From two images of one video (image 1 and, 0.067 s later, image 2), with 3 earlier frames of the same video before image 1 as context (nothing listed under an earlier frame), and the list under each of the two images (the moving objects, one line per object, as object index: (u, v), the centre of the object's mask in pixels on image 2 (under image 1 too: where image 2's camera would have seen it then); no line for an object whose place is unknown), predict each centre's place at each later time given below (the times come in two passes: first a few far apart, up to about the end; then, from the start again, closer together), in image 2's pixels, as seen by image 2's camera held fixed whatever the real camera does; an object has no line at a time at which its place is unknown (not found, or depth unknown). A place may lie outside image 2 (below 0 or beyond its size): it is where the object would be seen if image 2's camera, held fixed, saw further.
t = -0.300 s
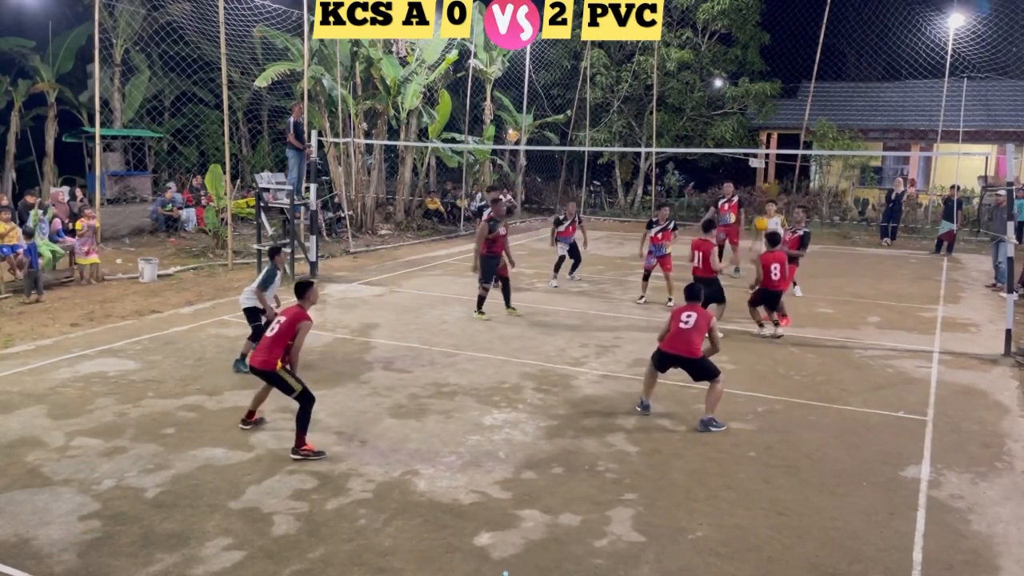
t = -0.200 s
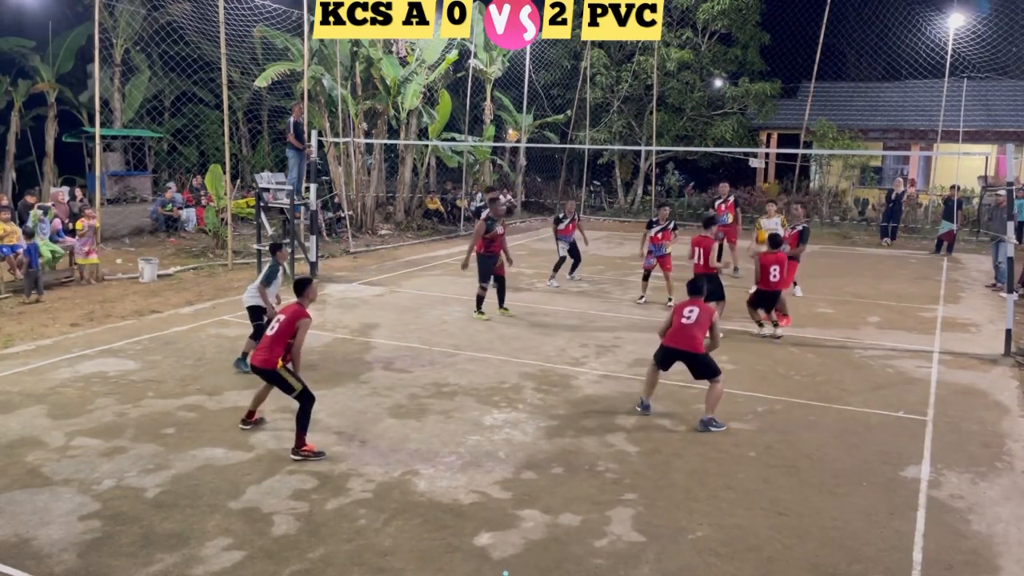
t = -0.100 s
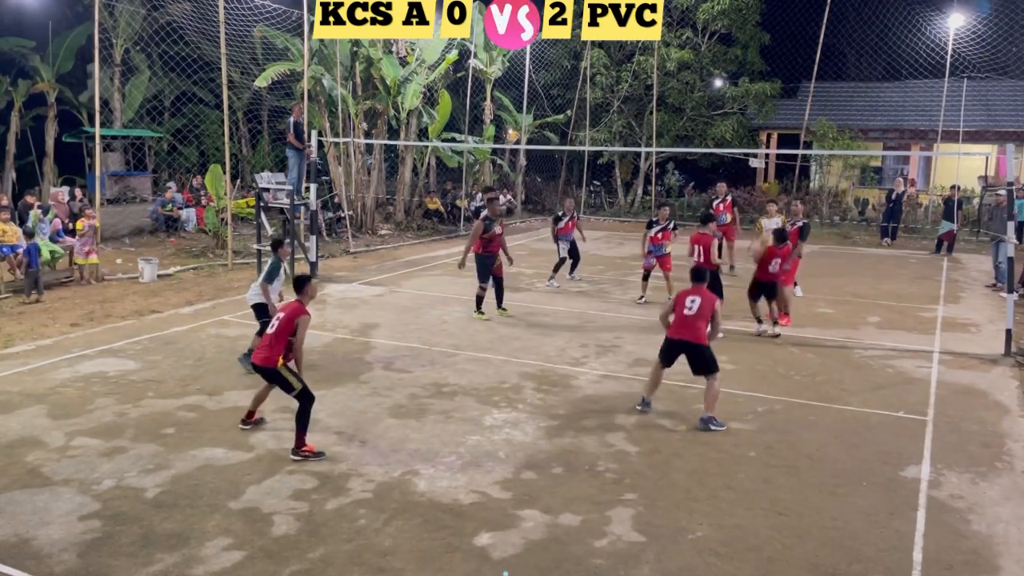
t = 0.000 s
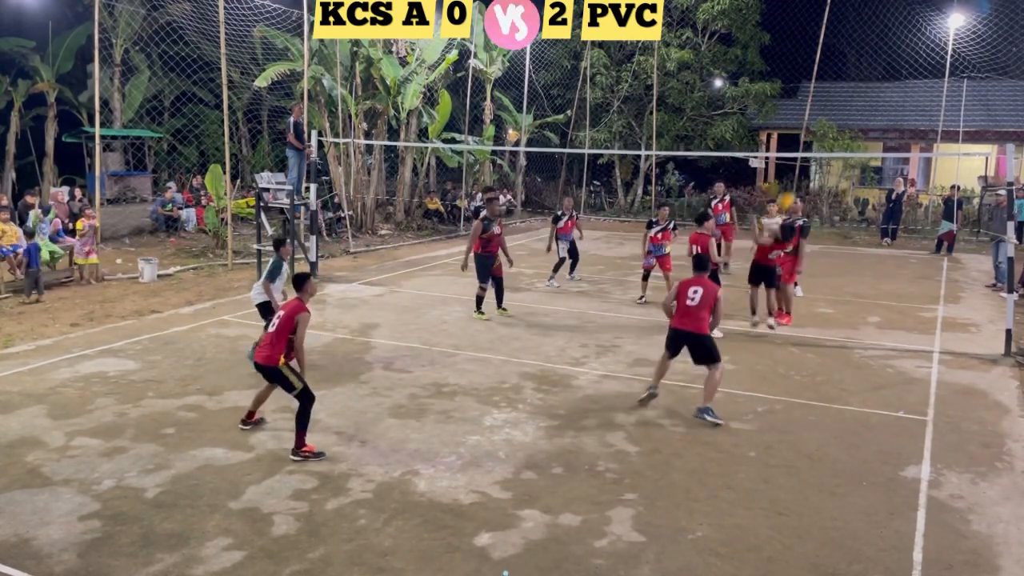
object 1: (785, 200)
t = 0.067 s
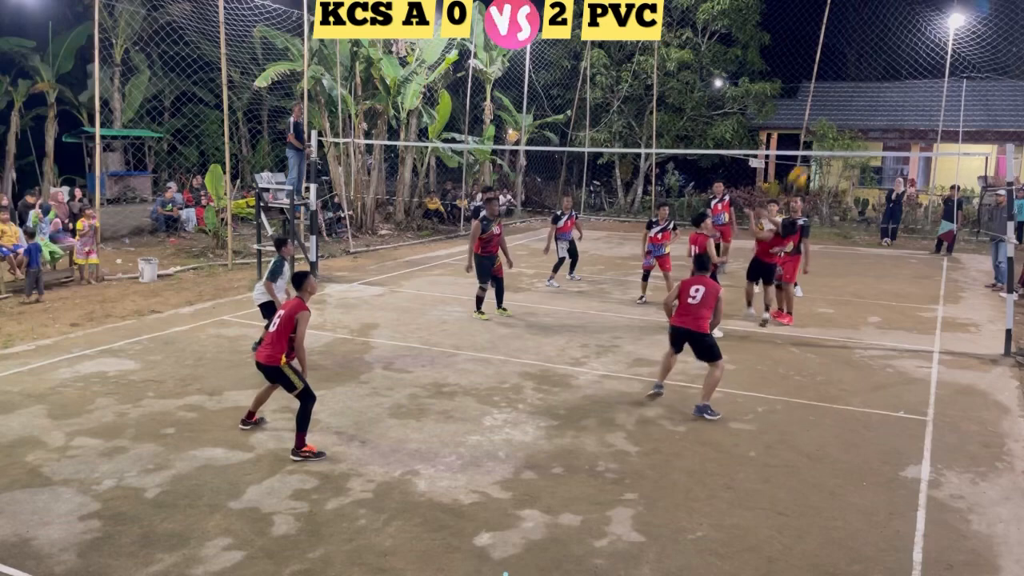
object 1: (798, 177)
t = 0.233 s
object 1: (831, 124)
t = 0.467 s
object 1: (886, 85)
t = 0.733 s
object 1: (950, 100)
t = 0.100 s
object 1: (804, 166)
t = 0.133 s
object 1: (812, 153)
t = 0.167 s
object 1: (820, 142)
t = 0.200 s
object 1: (826, 133)
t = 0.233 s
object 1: (831, 124)
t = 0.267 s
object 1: (840, 117)
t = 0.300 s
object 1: (849, 108)
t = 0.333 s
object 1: (855, 102)
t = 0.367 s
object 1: (863, 97)
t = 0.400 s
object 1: (870, 92)
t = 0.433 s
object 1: (878, 88)
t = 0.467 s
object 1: (886, 85)
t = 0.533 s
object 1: (901, 82)
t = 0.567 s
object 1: (909, 82)
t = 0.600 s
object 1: (917, 83)
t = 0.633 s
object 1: (926, 86)
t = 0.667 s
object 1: (933, 90)
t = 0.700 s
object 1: (942, 94)
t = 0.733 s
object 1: (950, 100)
